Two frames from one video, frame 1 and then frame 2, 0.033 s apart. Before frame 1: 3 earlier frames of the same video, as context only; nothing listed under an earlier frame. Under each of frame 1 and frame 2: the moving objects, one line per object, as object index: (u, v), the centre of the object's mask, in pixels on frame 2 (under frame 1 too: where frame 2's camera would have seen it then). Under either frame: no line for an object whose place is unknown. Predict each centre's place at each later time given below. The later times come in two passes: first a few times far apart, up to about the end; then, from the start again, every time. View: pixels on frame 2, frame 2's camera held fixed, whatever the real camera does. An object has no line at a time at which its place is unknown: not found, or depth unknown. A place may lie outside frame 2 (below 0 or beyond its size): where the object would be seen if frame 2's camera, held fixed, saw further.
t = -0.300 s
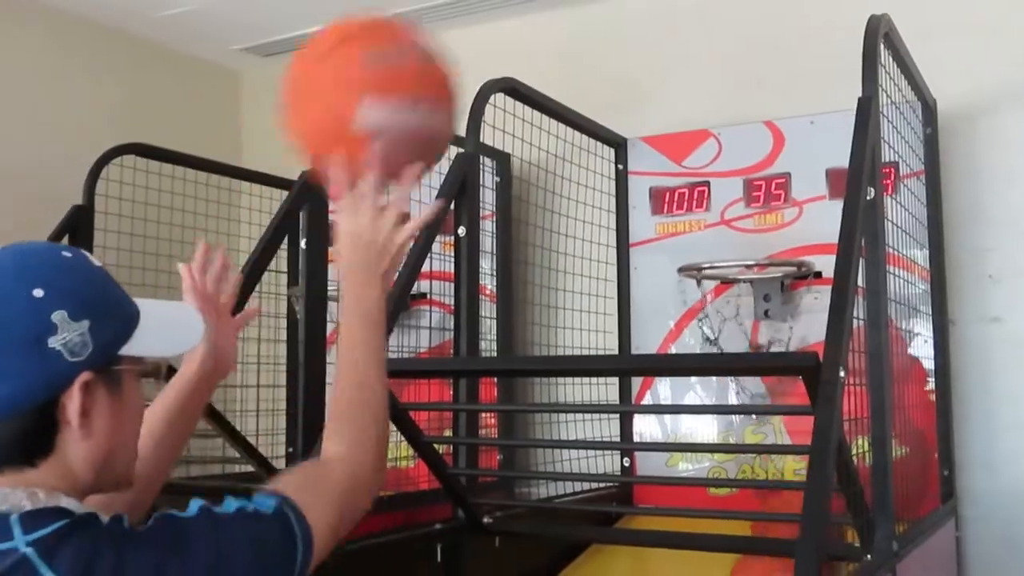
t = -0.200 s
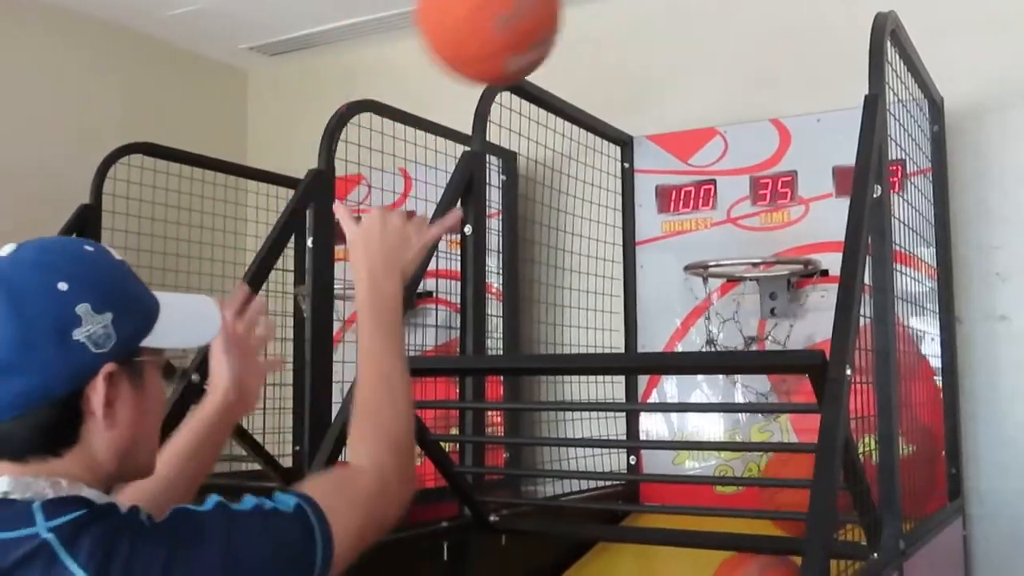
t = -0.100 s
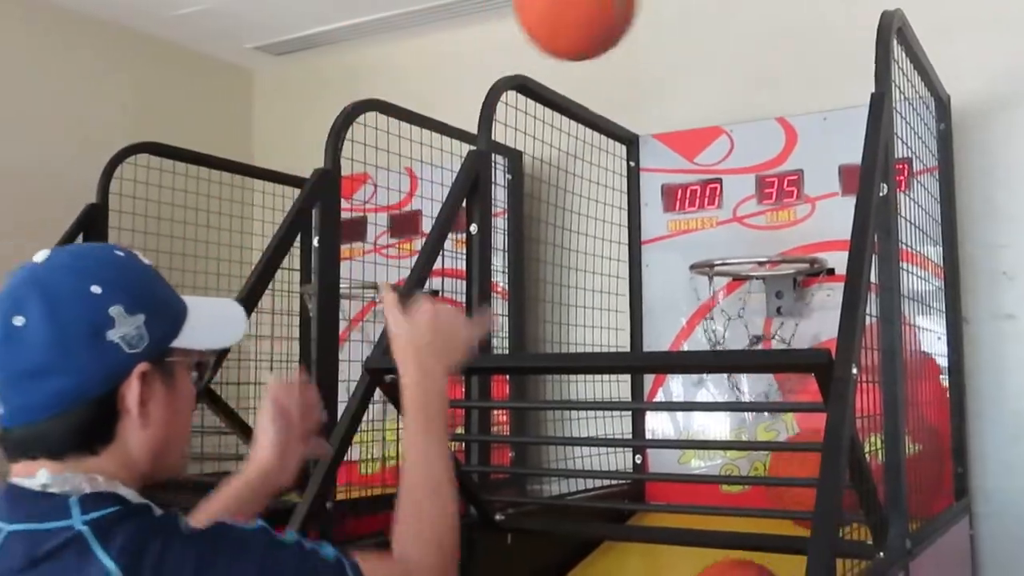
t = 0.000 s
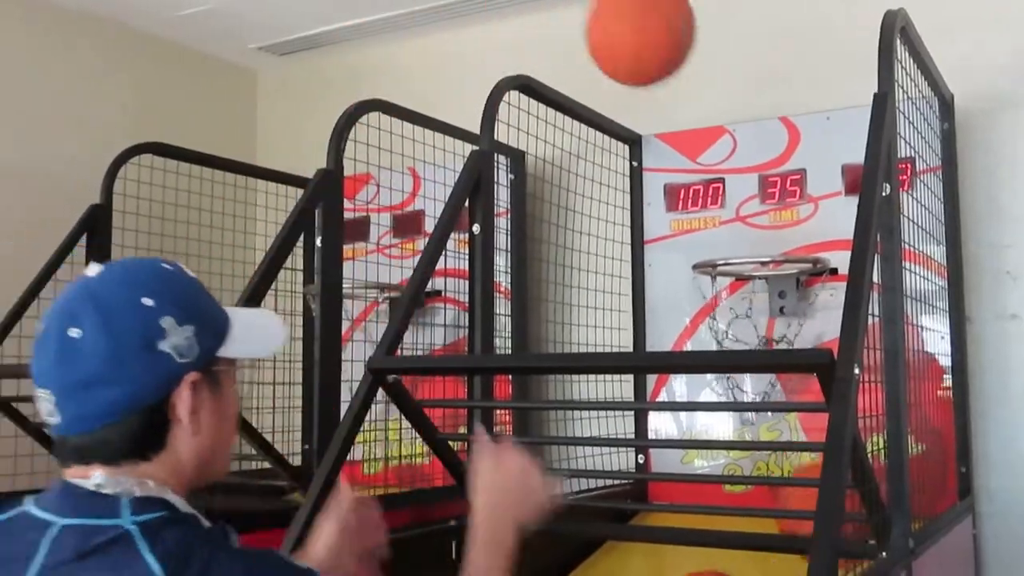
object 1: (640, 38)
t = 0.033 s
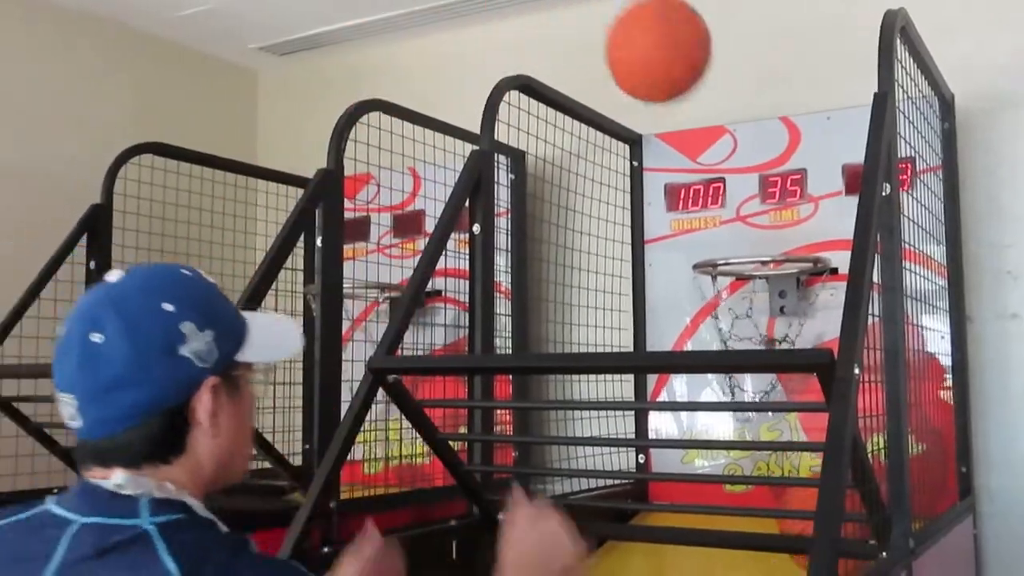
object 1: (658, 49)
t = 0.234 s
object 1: (744, 221)
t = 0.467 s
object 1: (780, 220)
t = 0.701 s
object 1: (757, 291)
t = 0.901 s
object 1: (769, 346)
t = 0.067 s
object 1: (674, 71)
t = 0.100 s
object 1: (690, 97)
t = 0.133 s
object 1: (705, 124)
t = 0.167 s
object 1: (719, 153)
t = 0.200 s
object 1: (731, 187)
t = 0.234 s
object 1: (744, 221)
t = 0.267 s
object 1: (750, 226)
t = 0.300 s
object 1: (755, 217)
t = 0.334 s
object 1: (761, 213)
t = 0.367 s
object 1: (768, 213)
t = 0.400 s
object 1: (774, 214)
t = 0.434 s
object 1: (779, 218)
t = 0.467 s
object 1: (780, 220)
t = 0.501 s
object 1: (777, 219)
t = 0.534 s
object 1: (771, 220)
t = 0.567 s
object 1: (767, 223)
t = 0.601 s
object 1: (762, 229)
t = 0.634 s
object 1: (758, 250)
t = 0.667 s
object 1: (755, 269)
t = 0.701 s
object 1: (757, 291)
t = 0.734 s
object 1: (760, 305)
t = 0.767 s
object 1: (762, 316)
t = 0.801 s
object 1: (765, 322)
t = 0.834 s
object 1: (766, 327)
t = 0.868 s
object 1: (769, 343)
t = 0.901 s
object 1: (769, 346)
